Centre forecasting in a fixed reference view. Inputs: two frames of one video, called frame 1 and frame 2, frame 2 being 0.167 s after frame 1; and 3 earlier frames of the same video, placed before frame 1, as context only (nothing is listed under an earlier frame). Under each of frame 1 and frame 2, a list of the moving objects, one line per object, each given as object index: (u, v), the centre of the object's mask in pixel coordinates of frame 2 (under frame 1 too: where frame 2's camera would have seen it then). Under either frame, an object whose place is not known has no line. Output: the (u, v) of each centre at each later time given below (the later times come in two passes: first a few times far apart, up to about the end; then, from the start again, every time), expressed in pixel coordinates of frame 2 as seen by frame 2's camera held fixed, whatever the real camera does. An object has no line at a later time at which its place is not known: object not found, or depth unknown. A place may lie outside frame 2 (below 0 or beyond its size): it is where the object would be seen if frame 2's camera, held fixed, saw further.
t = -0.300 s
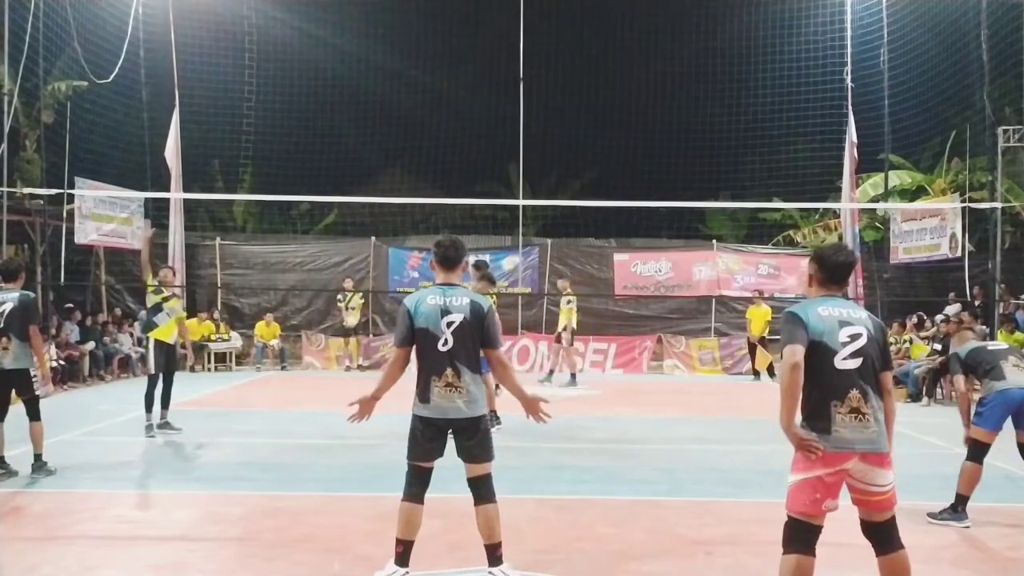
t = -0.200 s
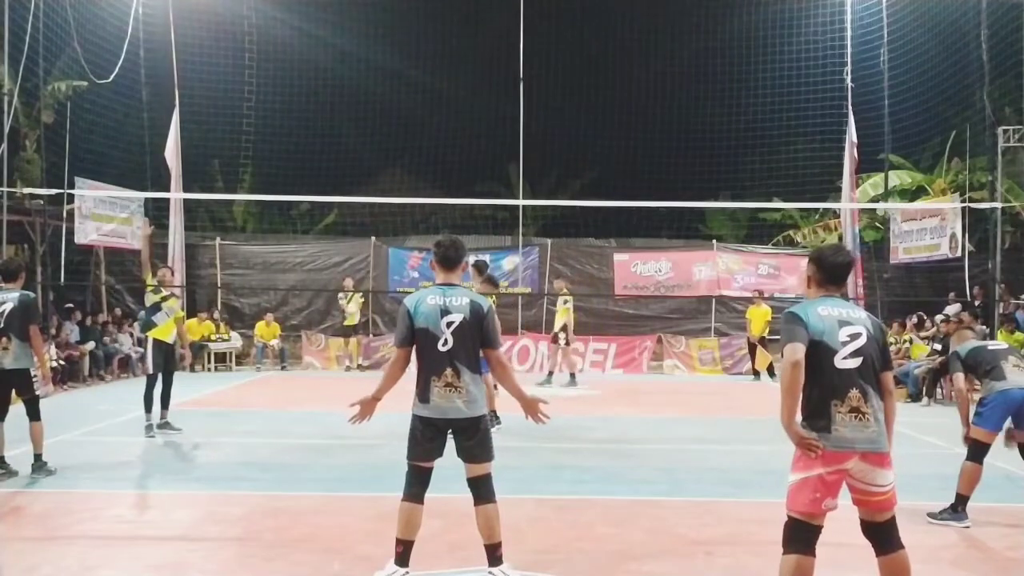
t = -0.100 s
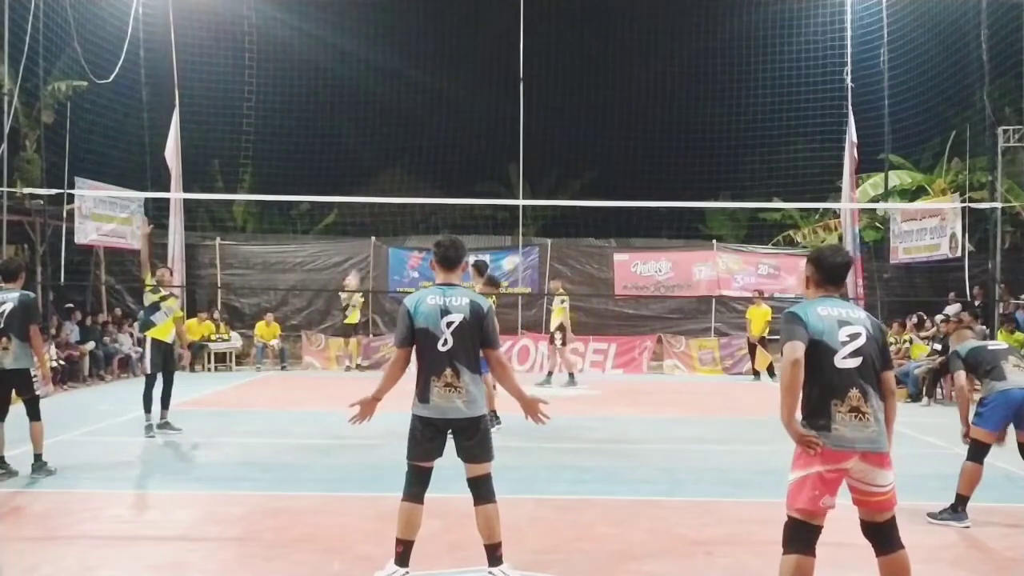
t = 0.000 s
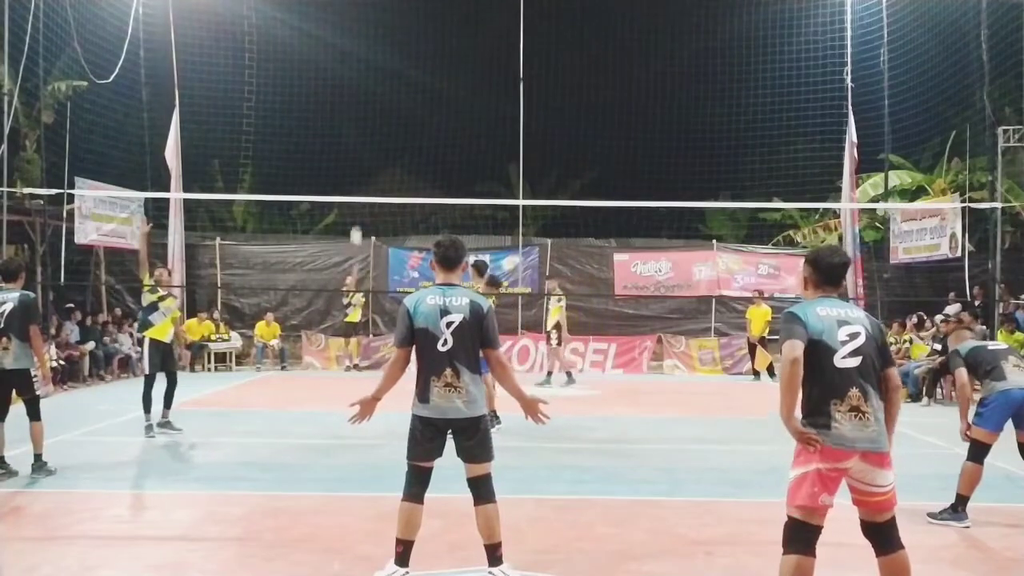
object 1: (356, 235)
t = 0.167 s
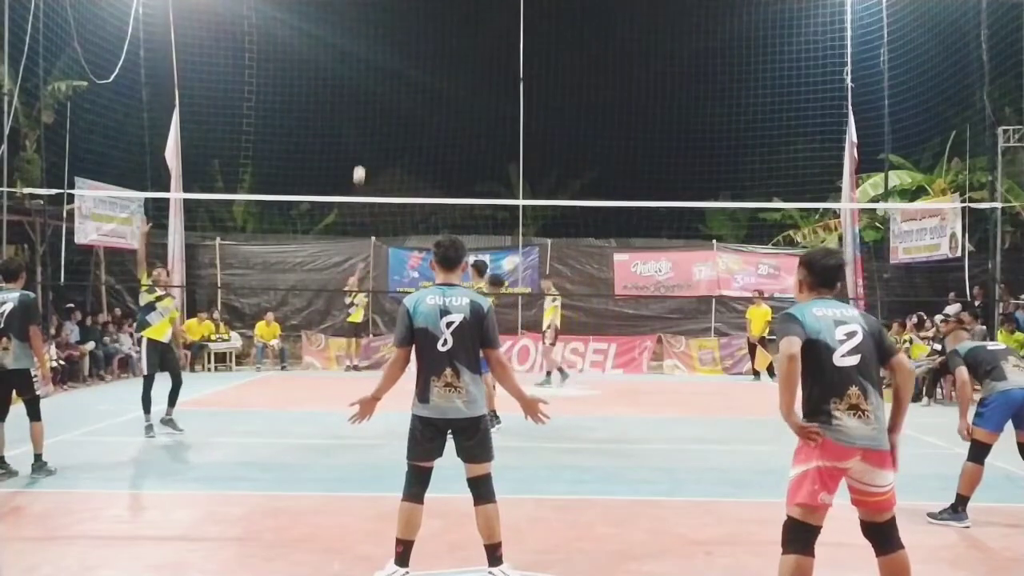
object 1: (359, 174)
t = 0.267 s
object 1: (360, 144)
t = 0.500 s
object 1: (364, 95)
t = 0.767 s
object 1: (368, 73)
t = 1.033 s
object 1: (371, 89)
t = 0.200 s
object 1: (359, 163)
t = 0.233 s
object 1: (360, 154)
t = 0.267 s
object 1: (360, 144)
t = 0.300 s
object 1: (361, 135)
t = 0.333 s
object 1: (361, 128)
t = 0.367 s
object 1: (362, 120)
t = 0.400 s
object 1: (363, 112)
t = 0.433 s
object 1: (363, 106)
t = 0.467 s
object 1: (364, 100)
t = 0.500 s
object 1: (364, 95)
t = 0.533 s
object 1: (364, 91)
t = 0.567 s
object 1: (365, 87)
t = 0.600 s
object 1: (365, 83)
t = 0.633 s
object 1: (366, 80)
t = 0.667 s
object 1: (367, 78)
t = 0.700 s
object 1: (367, 75)
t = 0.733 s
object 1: (367, 74)
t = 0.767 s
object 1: (368, 73)
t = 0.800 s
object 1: (368, 73)
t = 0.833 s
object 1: (369, 74)
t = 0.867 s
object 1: (369, 75)
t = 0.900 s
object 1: (369, 76)
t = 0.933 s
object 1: (370, 78)
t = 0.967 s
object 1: (370, 81)
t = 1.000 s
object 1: (371, 84)
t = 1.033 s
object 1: (371, 89)
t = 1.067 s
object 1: (371, 93)
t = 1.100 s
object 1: (372, 98)
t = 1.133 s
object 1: (372, 104)
